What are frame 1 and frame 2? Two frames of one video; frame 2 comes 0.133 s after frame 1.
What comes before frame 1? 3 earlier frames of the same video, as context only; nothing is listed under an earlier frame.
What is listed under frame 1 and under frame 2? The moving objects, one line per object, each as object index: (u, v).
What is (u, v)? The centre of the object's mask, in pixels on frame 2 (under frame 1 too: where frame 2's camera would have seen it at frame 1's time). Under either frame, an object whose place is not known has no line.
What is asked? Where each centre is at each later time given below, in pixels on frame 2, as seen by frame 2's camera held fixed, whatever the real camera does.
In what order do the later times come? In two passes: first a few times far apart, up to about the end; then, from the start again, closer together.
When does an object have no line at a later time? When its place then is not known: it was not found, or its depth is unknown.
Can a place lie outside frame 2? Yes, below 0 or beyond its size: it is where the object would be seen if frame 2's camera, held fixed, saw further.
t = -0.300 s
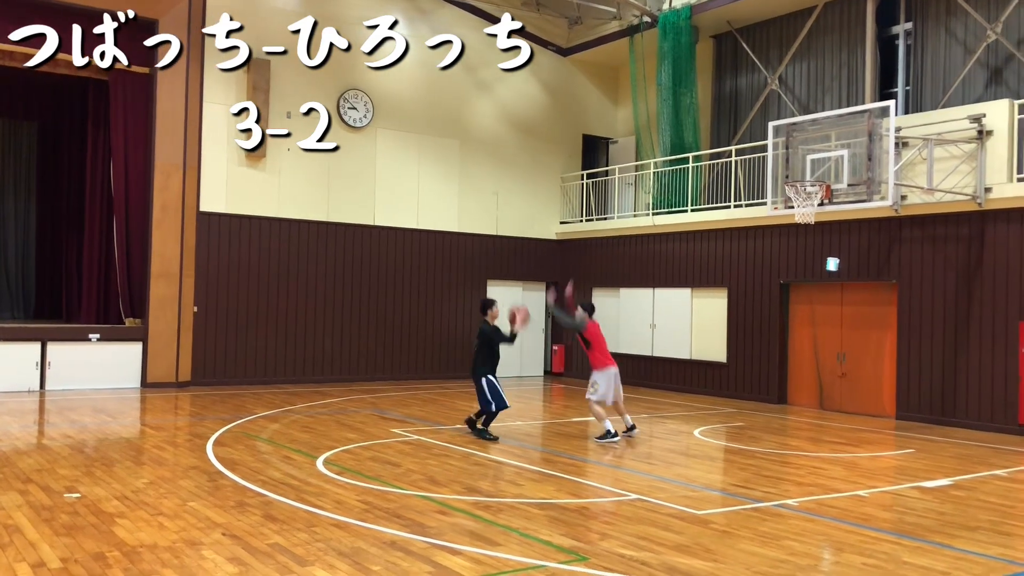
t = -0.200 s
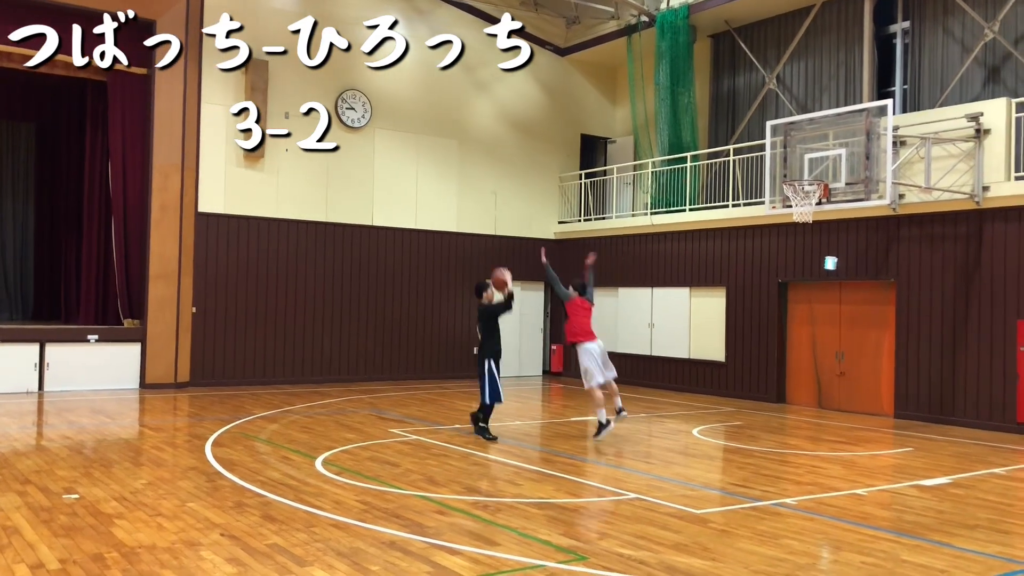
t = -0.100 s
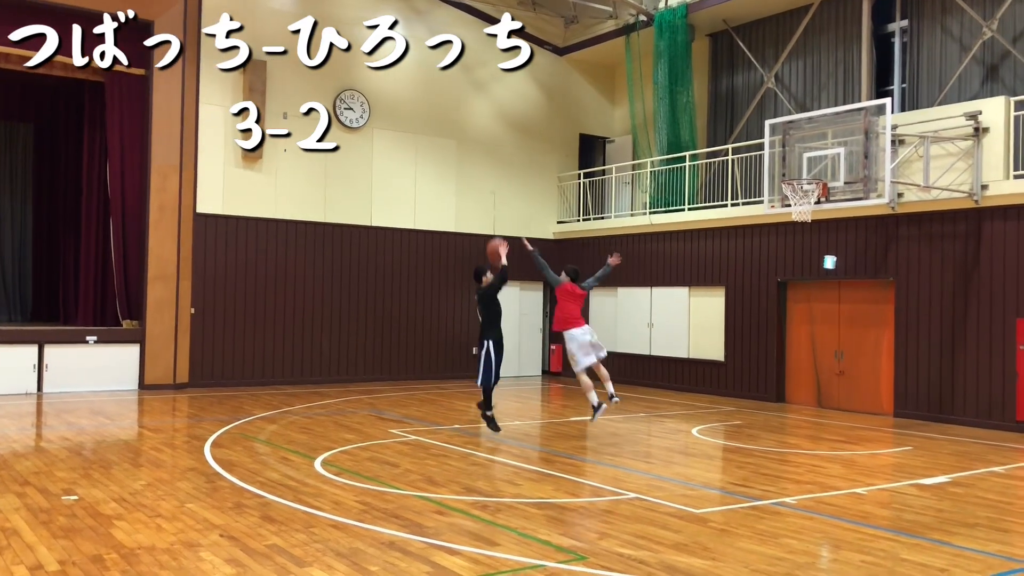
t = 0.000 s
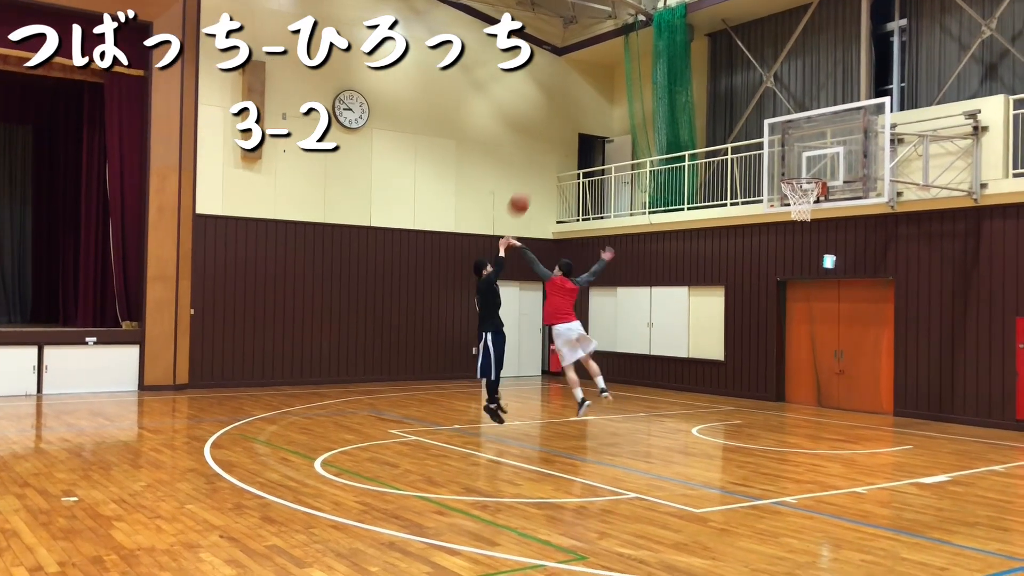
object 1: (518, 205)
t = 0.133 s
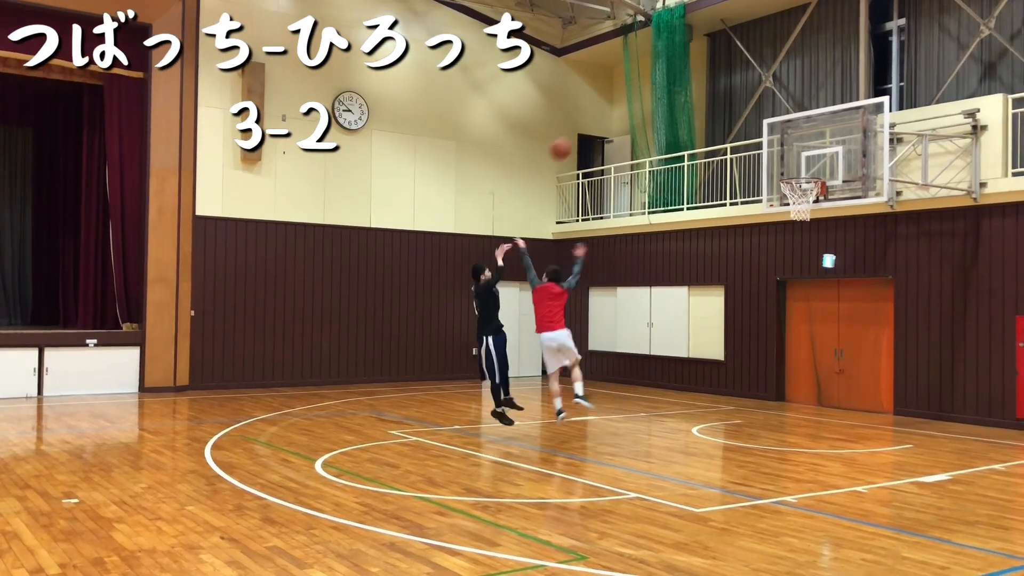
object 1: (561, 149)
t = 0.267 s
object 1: (601, 110)
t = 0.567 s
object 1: (688, 79)
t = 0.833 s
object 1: (761, 112)
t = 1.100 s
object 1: (794, 161)
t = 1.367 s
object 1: (715, 135)
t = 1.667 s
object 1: (627, 177)
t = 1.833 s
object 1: (578, 232)
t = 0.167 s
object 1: (570, 138)
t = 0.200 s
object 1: (581, 128)
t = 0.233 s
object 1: (591, 119)
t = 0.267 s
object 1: (601, 110)
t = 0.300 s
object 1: (611, 103)
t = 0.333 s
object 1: (621, 96)
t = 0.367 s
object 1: (630, 91)
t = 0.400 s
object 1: (640, 87)
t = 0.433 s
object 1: (650, 83)
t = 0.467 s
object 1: (660, 81)
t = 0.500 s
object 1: (670, 79)
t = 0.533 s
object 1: (679, 79)
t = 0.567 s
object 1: (688, 79)
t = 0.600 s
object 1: (698, 80)
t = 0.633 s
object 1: (707, 82)
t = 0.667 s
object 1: (717, 86)
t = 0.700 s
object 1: (725, 90)
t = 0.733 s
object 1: (734, 94)
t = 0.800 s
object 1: (753, 106)
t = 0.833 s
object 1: (761, 112)
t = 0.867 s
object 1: (770, 121)
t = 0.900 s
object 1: (779, 131)
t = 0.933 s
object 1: (788, 140)
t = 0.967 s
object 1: (795, 151)
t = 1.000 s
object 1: (805, 162)
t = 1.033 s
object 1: (812, 171)
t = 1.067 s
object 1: (804, 167)
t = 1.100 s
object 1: (794, 161)
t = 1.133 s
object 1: (785, 154)
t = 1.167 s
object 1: (775, 148)
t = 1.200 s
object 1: (765, 144)
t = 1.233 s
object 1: (755, 139)
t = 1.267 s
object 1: (745, 137)
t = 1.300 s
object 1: (735, 135)
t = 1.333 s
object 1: (725, 135)
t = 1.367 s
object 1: (715, 135)
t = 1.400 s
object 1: (706, 136)
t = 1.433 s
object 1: (695, 138)
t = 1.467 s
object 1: (685, 141)
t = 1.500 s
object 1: (676, 144)
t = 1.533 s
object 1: (666, 148)
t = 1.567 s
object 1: (657, 153)
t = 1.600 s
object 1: (647, 160)
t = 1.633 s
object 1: (637, 168)
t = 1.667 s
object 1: (627, 177)
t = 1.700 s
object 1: (617, 186)
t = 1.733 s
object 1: (607, 195)
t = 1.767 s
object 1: (598, 206)
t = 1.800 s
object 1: (588, 217)
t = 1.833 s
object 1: (578, 232)
